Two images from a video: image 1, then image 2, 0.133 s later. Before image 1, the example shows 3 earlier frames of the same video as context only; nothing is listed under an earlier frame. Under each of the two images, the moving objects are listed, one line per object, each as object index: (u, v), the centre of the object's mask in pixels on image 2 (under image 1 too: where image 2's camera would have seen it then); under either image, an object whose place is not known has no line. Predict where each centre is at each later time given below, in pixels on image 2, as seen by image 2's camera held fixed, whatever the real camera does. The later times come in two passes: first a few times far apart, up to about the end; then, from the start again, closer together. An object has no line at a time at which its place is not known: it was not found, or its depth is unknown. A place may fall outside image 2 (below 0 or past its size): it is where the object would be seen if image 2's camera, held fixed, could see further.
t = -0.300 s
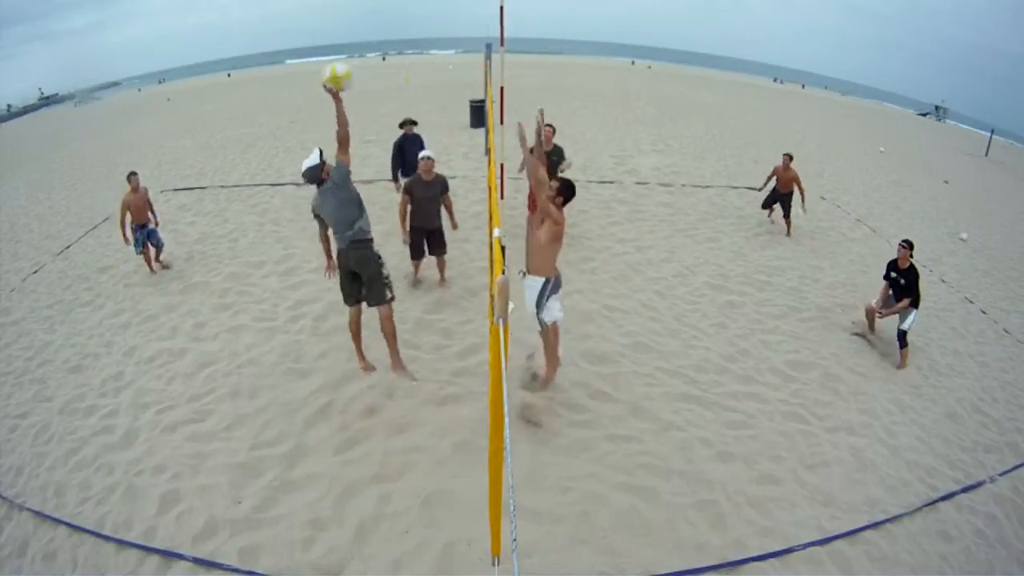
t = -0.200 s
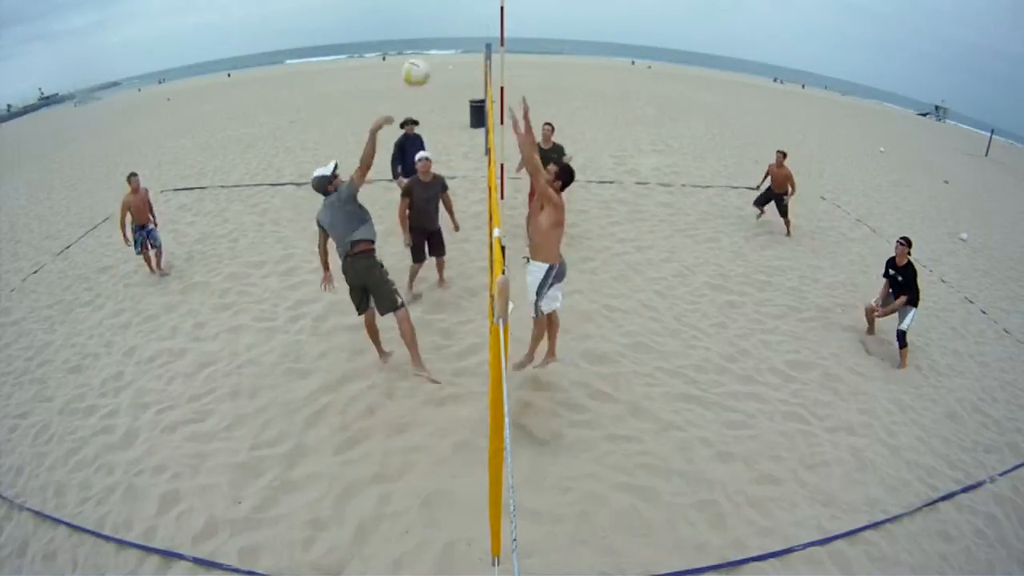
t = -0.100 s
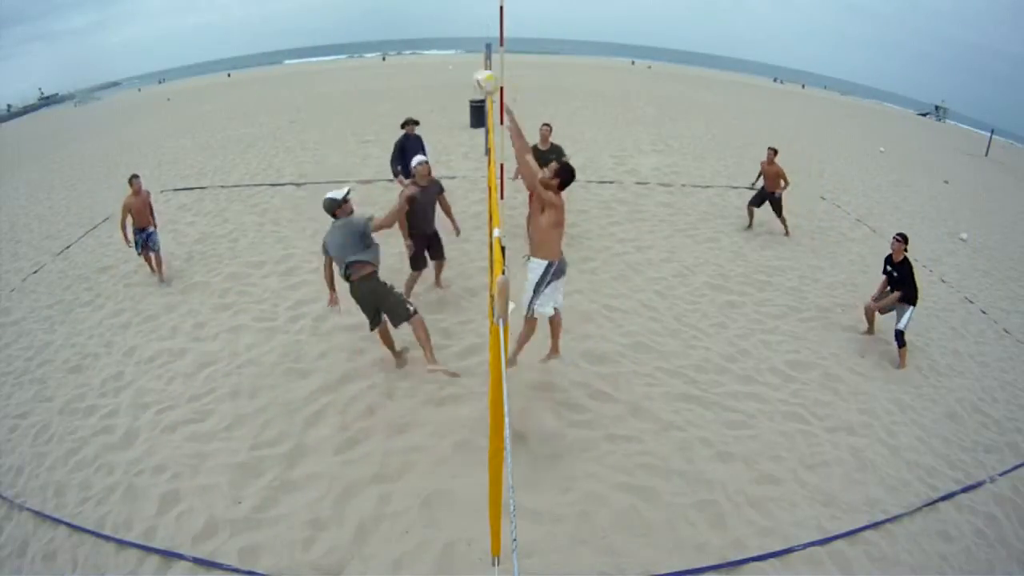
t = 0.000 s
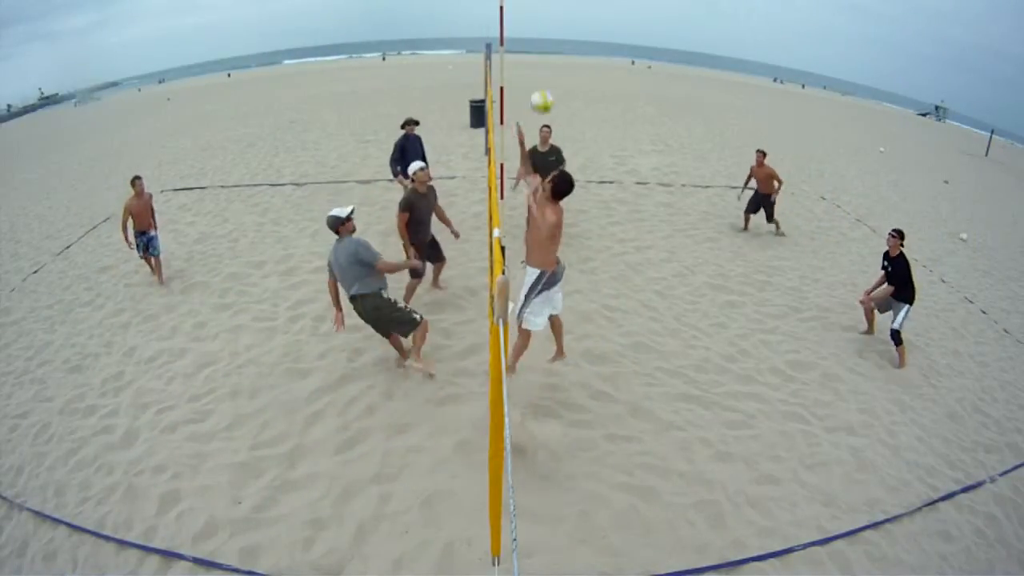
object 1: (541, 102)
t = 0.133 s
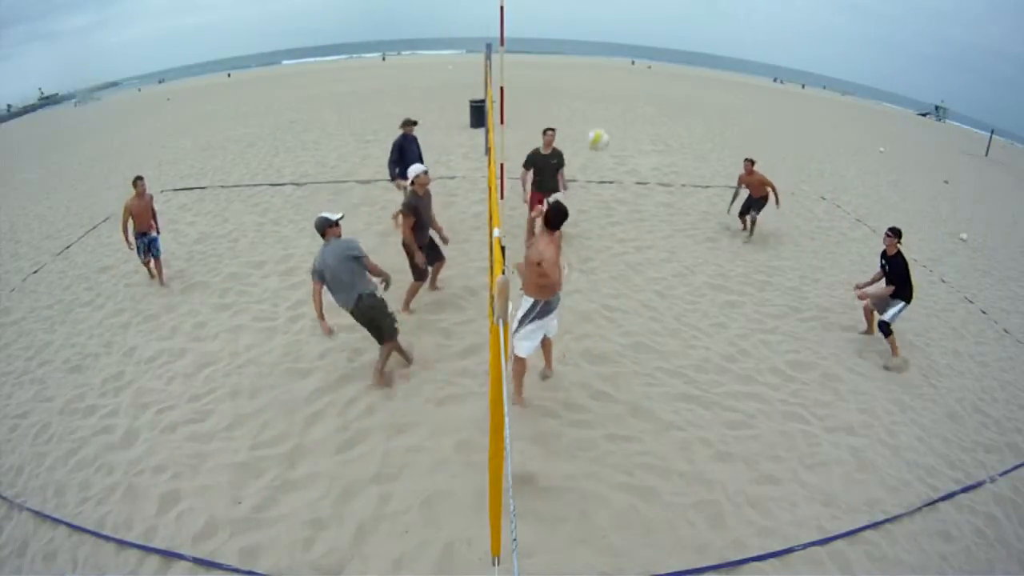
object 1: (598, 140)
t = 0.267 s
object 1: (637, 183)
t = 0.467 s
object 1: (675, 251)
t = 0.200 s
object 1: (621, 159)
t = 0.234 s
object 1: (630, 171)
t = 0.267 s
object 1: (637, 183)
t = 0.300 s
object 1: (646, 194)
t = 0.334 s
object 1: (653, 206)
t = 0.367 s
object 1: (659, 218)
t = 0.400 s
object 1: (665, 229)
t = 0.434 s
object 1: (671, 240)
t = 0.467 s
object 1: (675, 251)
